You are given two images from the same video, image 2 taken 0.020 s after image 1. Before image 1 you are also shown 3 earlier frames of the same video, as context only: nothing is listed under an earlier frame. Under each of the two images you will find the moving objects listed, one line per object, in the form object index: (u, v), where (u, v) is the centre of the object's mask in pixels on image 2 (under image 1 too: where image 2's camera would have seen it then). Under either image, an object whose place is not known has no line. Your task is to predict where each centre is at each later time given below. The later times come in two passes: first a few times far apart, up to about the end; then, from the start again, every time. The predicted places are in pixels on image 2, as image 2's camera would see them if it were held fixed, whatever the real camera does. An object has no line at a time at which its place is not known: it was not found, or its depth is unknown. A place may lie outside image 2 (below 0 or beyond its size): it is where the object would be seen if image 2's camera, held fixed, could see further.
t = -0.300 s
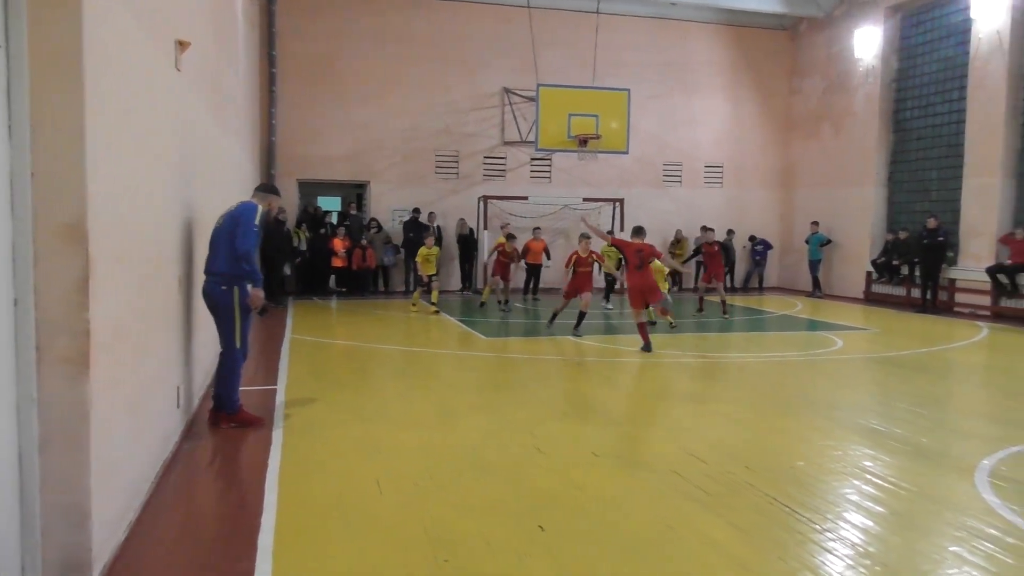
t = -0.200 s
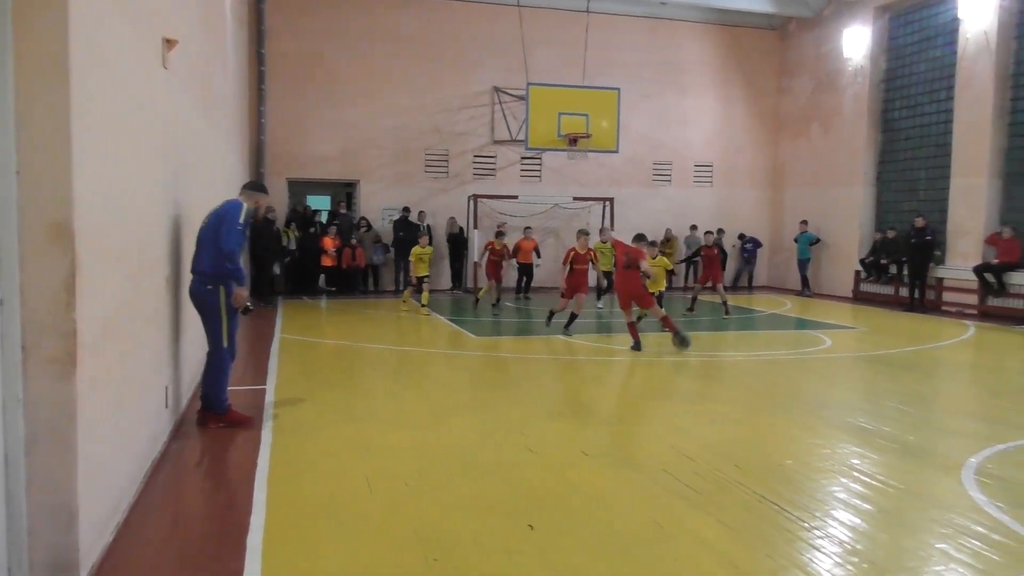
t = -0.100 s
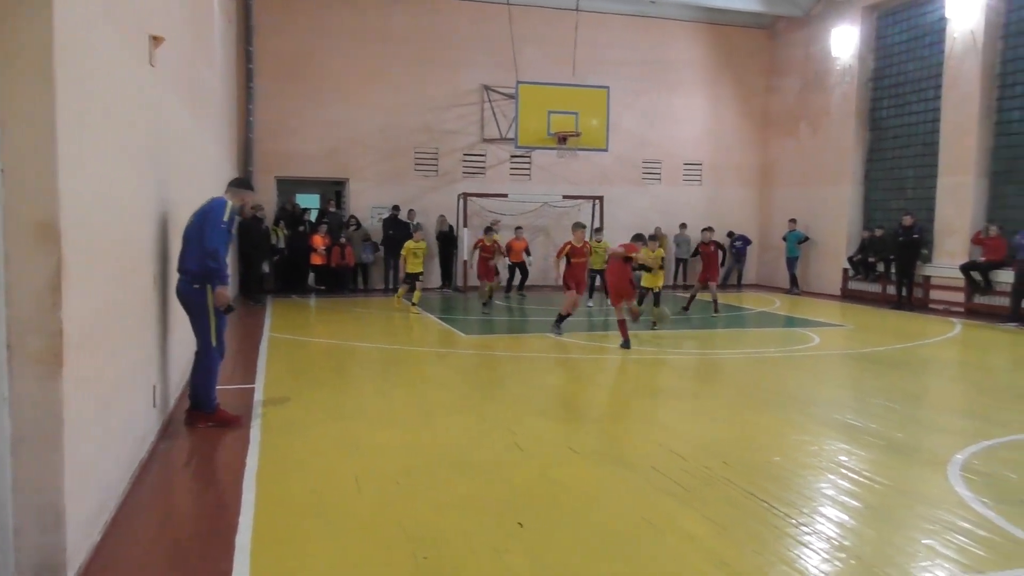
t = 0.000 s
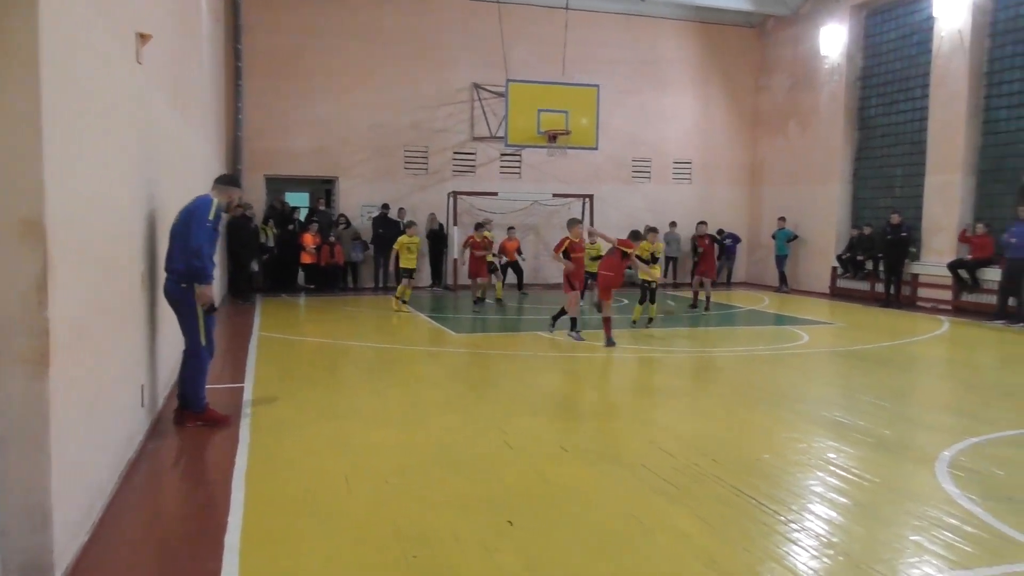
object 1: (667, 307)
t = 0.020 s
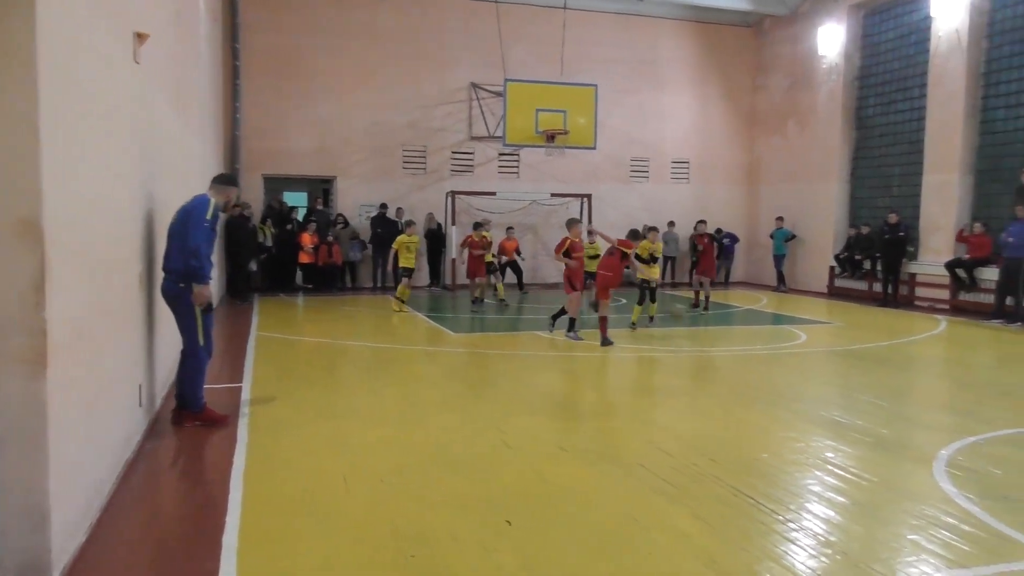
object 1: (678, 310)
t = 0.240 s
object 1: (778, 330)
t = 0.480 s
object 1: (887, 347)
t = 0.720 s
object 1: (1012, 364)
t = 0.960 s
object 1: (1160, 380)
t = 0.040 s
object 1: (687, 316)
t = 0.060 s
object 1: (697, 320)
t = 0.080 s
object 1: (708, 324)
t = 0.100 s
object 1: (720, 331)
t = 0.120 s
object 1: (728, 331)
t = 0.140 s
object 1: (736, 329)
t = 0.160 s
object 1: (744, 330)
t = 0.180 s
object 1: (753, 329)
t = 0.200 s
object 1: (761, 329)
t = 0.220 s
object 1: (769, 330)
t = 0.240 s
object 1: (778, 330)
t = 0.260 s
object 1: (786, 331)
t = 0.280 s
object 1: (795, 333)
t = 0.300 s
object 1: (805, 335)
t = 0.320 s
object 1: (813, 337)
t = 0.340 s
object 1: (823, 340)
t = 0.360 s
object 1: (832, 343)
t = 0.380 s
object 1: (841, 346)
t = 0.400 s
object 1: (851, 346)
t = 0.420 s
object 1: (860, 346)
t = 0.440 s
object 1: (869, 346)
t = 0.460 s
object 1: (878, 346)
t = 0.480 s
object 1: (887, 347)
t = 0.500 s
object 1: (897, 348)
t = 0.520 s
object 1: (907, 351)
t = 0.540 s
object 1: (916, 353)
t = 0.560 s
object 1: (926, 355)
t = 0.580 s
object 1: (936, 355)
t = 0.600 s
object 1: (947, 356)
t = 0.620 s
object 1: (958, 357)
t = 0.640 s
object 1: (969, 359)
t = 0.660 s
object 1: (978, 361)
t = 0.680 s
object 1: (990, 361)
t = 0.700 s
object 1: (1001, 362)
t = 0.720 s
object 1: (1012, 364)
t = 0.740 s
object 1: (1023, 365)
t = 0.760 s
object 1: (1034, 366)
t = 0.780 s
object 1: (1045, 368)
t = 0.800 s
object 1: (1057, 369)
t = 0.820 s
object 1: (1070, 370)
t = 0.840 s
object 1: (1082, 371)
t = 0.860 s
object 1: (1095, 373)
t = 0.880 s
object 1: (1107, 374)
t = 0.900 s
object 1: (1120, 376)
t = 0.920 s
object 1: (1134, 378)
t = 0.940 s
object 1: (1146, 379)
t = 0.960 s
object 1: (1160, 380)
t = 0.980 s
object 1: (1174, 382)
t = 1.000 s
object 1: (1187, 384)
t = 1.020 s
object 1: (1201, 386)
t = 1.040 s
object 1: (1216, 388)
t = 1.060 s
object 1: (1231, 389)
